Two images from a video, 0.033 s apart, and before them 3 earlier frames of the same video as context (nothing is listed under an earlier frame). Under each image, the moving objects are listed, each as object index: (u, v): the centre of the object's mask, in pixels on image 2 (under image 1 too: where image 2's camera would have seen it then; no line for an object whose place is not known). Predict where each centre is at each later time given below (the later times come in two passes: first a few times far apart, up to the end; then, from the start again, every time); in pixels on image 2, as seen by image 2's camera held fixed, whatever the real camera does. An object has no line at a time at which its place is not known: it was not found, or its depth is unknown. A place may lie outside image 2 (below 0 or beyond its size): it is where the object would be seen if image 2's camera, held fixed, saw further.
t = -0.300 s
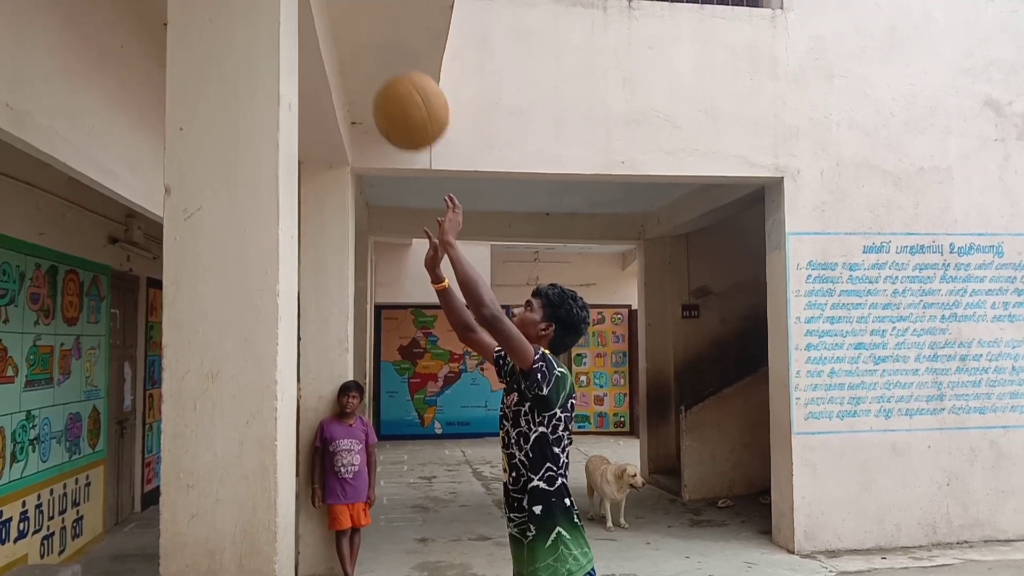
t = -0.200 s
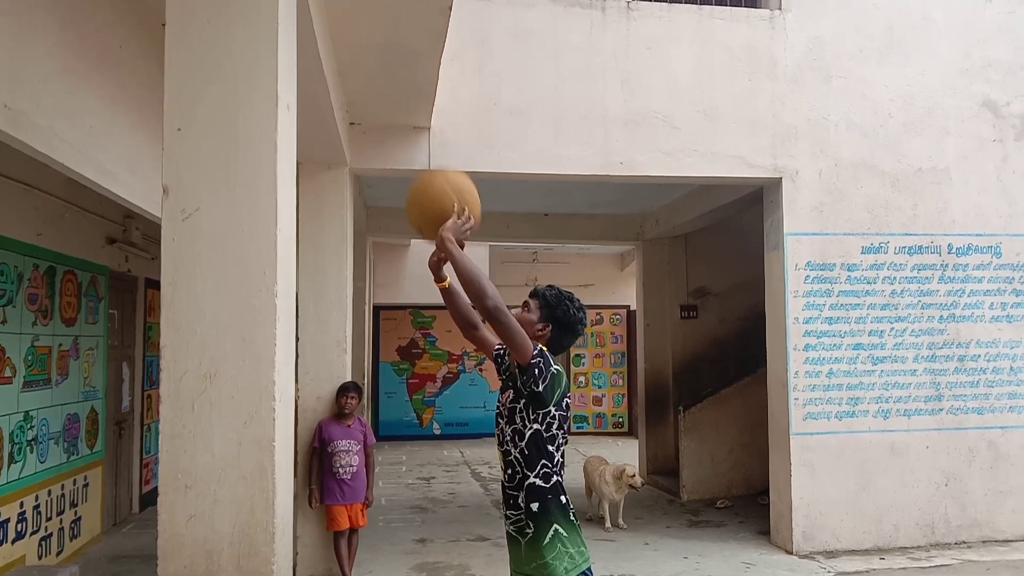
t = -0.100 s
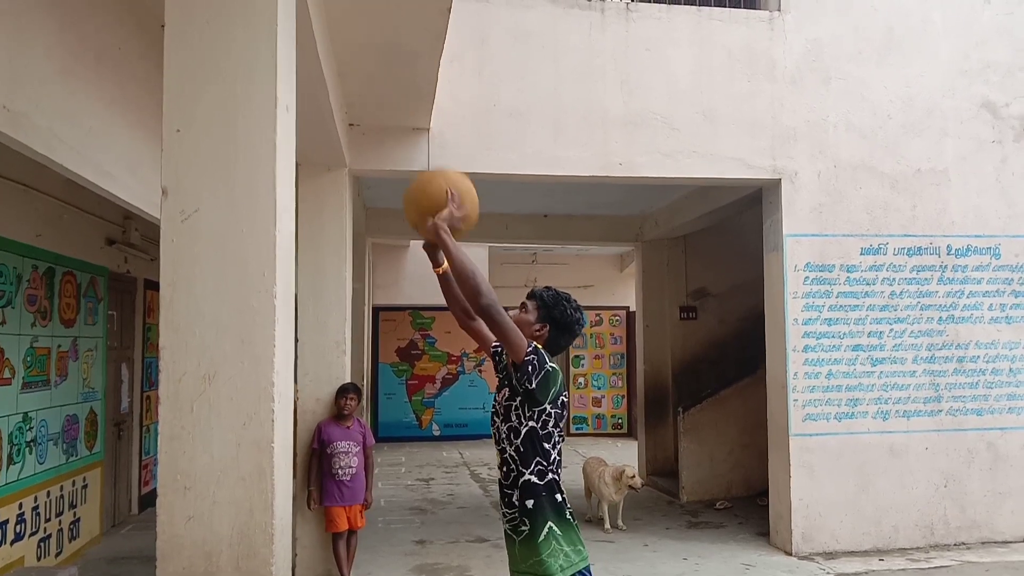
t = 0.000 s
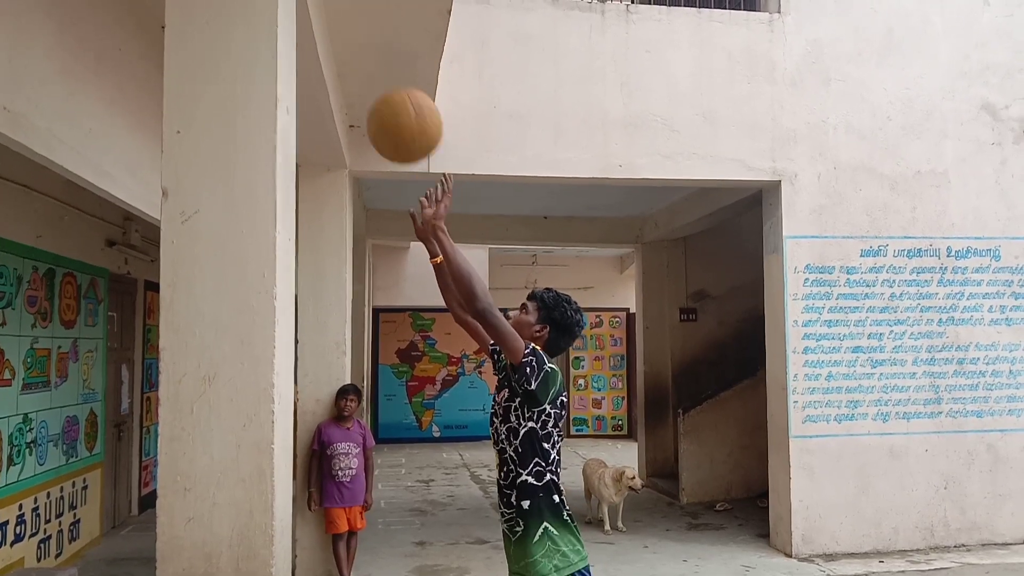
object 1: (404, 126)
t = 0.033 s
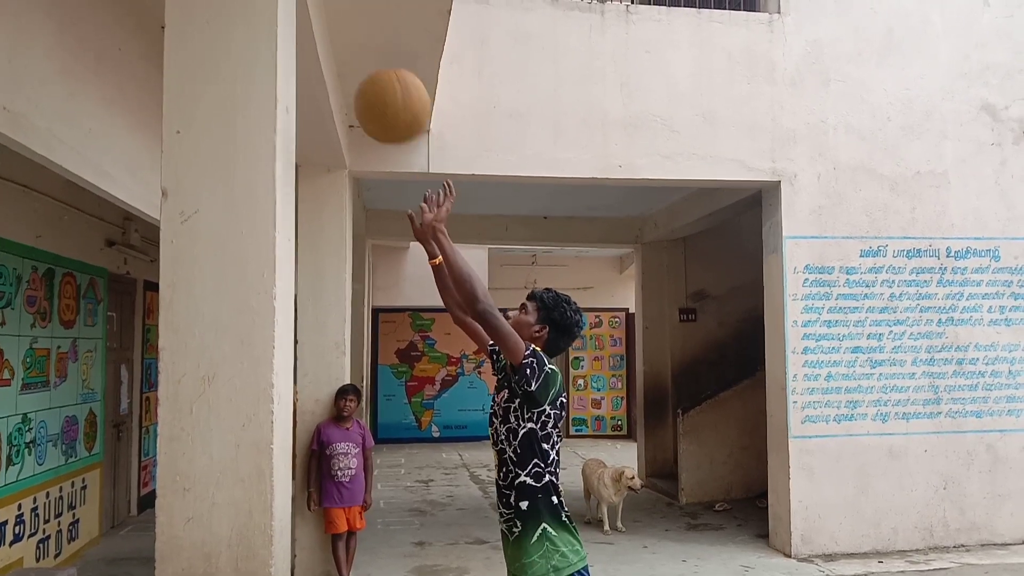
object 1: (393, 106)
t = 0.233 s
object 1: (334, 56)
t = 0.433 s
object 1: (399, 130)
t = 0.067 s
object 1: (380, 89)
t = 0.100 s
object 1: (368, 76)
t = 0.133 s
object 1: (356, 65)
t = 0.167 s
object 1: (344, 59)
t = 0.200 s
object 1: (332, 55)
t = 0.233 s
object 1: (334, 56)
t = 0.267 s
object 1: (344, 60)
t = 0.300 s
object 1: (355, 67)
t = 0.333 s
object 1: (366, 78)
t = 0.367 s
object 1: (377, 91)
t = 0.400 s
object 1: (388, 109)
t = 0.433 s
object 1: (399, 130)
